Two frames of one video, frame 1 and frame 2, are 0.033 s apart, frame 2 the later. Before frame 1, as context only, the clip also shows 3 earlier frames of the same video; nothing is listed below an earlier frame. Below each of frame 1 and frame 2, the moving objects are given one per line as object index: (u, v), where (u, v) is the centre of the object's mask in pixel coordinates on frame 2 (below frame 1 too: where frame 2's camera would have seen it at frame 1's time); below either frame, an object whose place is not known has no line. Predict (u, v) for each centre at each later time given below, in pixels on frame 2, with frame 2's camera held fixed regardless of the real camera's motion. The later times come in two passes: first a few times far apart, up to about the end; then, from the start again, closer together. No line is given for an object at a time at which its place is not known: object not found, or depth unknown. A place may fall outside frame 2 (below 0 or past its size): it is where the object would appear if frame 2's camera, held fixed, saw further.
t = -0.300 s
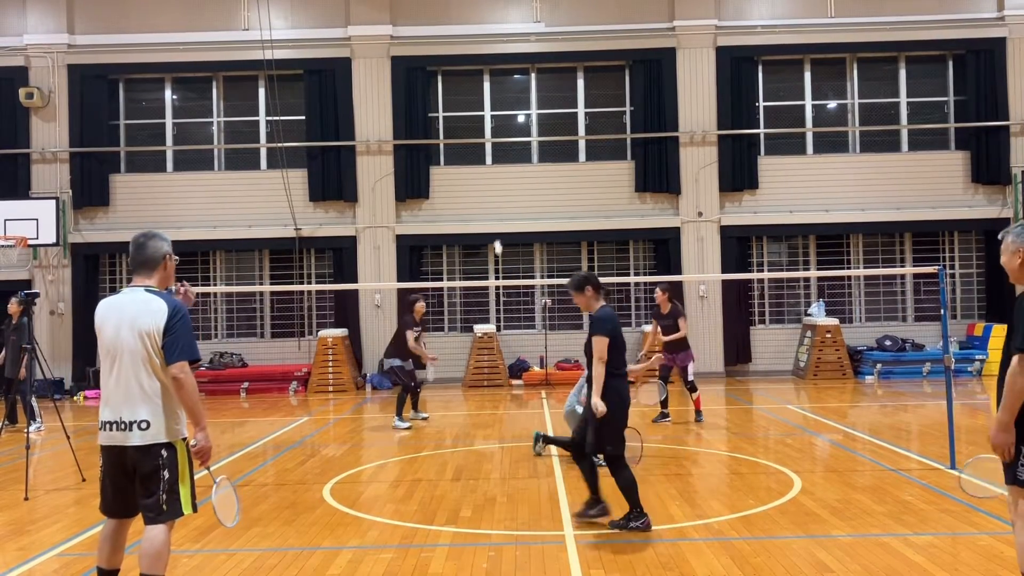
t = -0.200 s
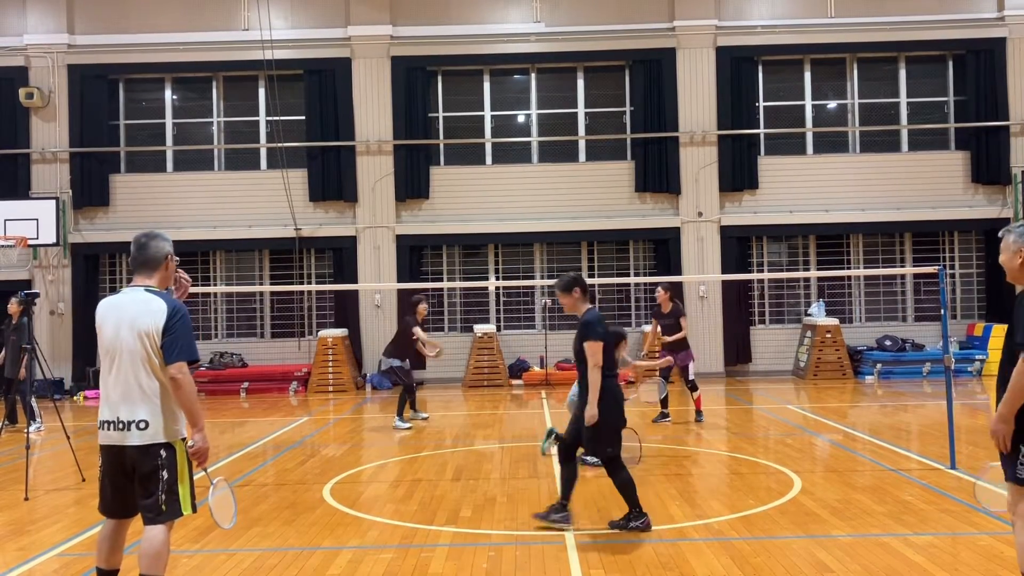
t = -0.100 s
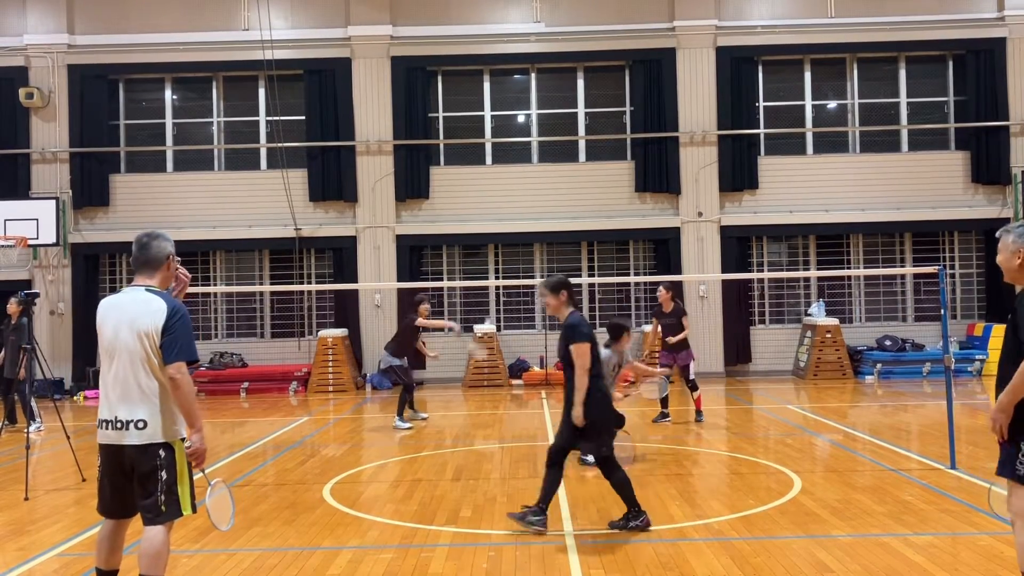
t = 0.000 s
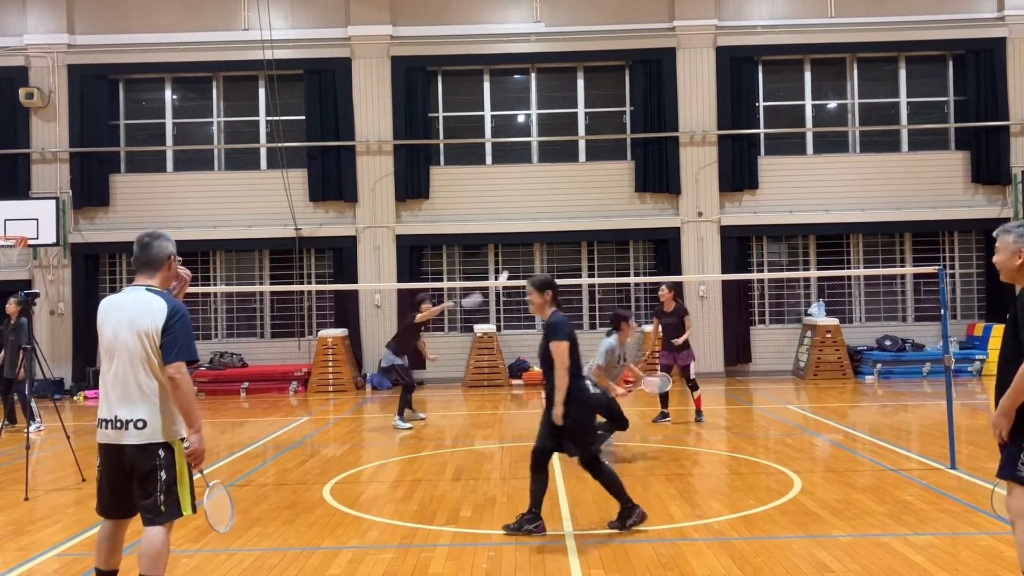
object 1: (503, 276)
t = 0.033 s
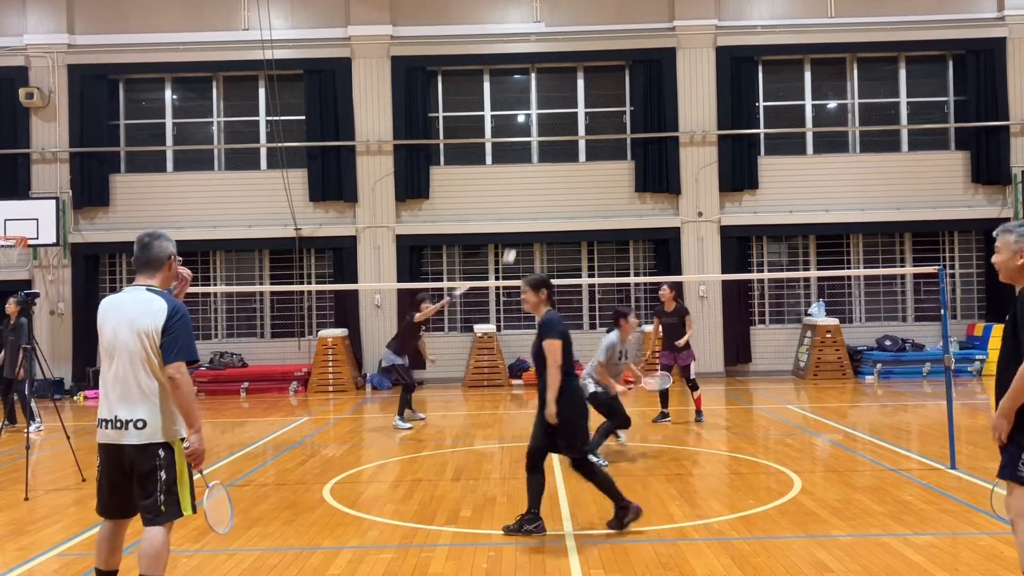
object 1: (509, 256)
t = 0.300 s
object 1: (561, 135)
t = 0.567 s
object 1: (602, 95)
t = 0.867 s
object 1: (652, 150)
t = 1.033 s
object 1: (676, 228)
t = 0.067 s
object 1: (517, 236)
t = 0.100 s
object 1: (523, 216)
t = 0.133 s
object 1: (530, 199)
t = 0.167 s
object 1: (537, 184)
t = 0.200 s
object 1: (543, 170)
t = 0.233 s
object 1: (550, 157)
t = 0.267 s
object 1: (555, 146)
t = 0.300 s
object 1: (561, 135)
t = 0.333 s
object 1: (566, 125)
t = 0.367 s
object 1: (571, 118)
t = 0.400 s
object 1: (575, 108)
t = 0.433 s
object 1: (581, 105)
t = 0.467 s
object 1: (588, 101)
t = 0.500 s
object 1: (592, 97)
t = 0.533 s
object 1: (597, 96)
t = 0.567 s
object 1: (602, 95)
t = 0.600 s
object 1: (607, 96)
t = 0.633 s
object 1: (612, 98)
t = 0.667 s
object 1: (618, 102)
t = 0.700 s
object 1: (623, 106)
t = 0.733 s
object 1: (628, 113)
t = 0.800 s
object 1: (640, 127)
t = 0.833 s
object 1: (646, 138)
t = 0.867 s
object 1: (652, 150)
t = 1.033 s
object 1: (676, 228)
